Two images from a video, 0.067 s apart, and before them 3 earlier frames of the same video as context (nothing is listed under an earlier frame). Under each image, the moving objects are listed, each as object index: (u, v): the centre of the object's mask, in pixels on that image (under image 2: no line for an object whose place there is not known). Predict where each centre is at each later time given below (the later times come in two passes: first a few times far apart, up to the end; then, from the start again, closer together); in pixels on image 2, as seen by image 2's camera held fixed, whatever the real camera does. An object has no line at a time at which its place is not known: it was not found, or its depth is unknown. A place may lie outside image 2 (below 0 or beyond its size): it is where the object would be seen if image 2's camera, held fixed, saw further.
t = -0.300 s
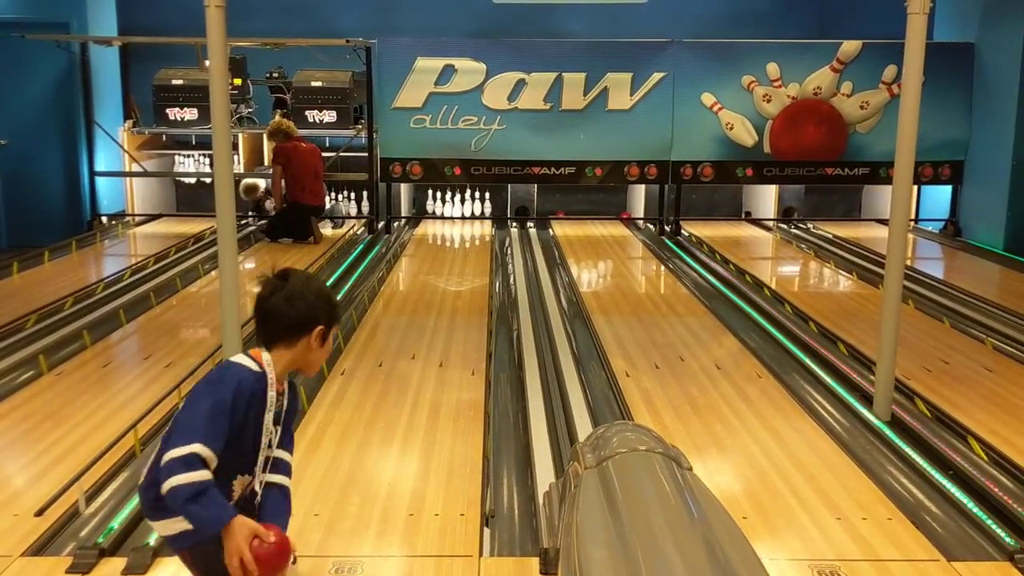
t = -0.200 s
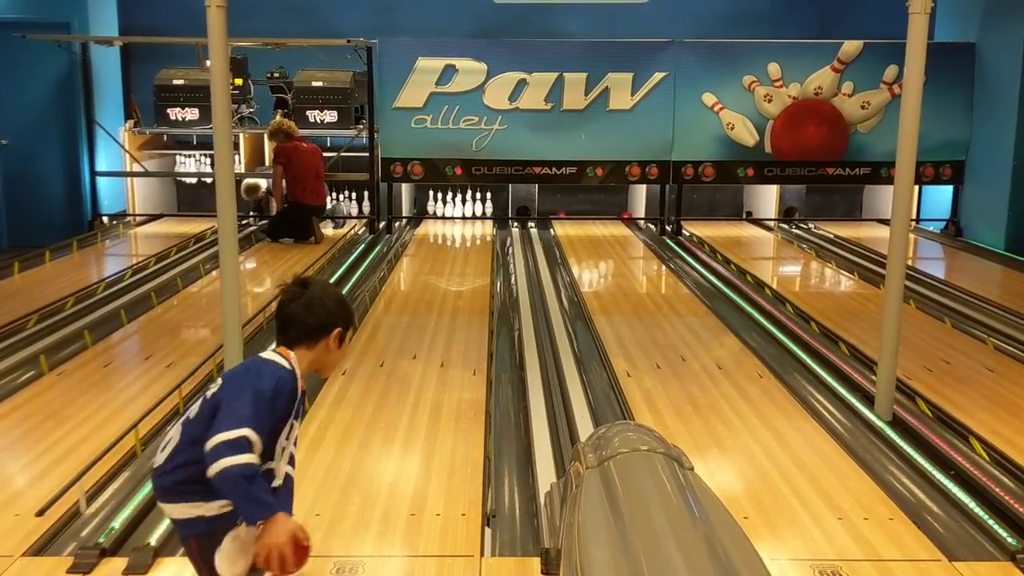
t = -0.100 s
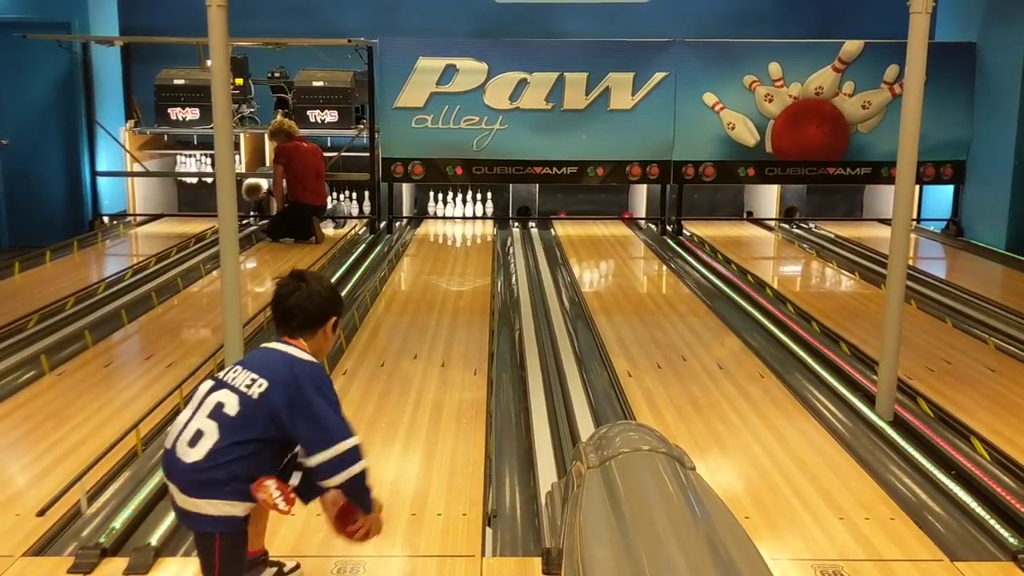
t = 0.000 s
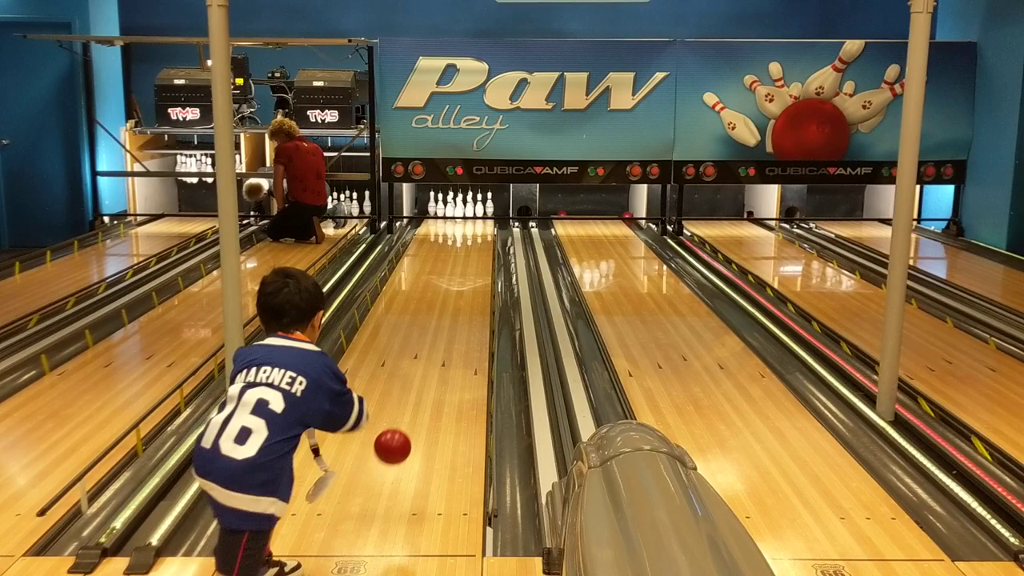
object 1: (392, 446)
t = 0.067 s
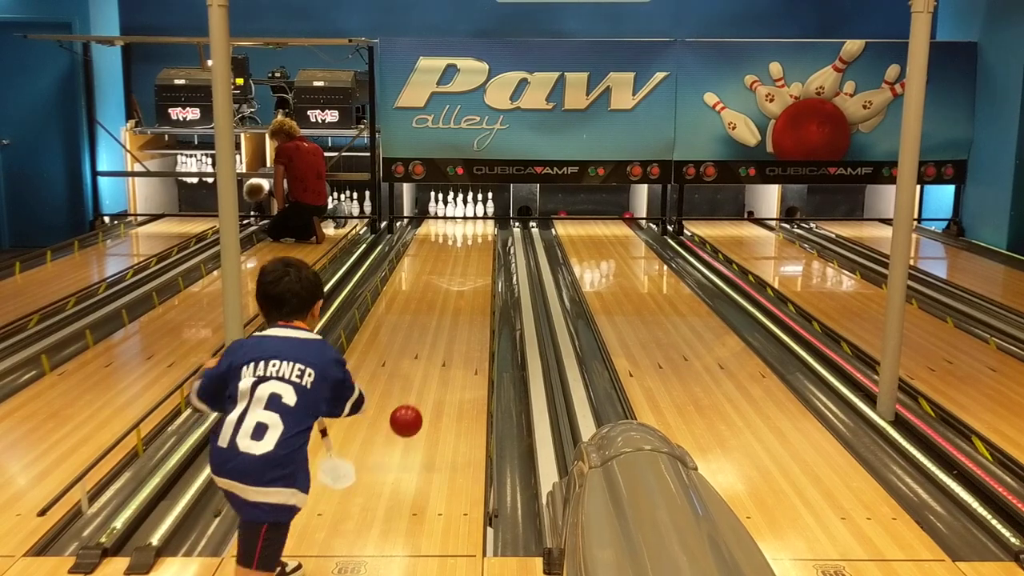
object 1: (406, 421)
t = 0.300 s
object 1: (434, 352)
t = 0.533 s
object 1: (447, 298)
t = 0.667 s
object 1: (451, 277)
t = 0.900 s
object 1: (454, 250)
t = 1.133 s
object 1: (455, 231)
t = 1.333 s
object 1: (455, 218)
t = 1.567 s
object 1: (434, 212)
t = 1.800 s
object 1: (418, 212)
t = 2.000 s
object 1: (421, 212)
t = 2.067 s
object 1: (420, 213)
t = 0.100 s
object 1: (411, 414)
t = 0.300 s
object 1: (434, 352)
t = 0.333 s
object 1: (436, 342)
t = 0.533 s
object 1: (447, 298)
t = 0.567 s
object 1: (449, 292)
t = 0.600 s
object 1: (450, 287)
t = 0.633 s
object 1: (450, 281)
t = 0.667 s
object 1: (451, 277)
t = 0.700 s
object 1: (452, 272)
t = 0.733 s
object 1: (453, 268)
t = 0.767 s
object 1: (453, 264)
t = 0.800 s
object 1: (454, 260)
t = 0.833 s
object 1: (454, 257)
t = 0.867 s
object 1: (454, 253)
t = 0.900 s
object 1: (454, 250)
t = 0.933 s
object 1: (455, 246)
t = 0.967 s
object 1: (455, 244)
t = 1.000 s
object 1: (455, 241)
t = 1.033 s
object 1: (455, 238)
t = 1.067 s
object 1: (455, 236)
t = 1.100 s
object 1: (455, 233)
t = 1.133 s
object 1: (455, 231)
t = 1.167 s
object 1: (455, 228)
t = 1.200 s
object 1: (455, 226)
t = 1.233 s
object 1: (455, 225)
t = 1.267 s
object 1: (455, 223)
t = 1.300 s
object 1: (454, 221)
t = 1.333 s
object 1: (455, 218)
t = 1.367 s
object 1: (453, 217)
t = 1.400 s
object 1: (451, 215)
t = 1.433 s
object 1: (447, 214)
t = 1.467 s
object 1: (443, 214)
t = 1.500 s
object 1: (440, 213)
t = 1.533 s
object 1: (438, 213)
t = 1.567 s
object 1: (434, 212)
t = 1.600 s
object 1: (431, 211)
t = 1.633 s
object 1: (428, 211)
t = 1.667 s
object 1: (425, 211)
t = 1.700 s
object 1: (424, 211)
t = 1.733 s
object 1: (422, 211)
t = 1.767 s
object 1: (418, 212)
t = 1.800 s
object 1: (418, 212)
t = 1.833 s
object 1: (416, 212)
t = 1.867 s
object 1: (417, 212)
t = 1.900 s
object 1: (418, 212)
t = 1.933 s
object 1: (420, 212)
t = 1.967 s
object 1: (421, 212)
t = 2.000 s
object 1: (421, 212)
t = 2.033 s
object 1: (420, 212)
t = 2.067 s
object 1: (420, 213)
